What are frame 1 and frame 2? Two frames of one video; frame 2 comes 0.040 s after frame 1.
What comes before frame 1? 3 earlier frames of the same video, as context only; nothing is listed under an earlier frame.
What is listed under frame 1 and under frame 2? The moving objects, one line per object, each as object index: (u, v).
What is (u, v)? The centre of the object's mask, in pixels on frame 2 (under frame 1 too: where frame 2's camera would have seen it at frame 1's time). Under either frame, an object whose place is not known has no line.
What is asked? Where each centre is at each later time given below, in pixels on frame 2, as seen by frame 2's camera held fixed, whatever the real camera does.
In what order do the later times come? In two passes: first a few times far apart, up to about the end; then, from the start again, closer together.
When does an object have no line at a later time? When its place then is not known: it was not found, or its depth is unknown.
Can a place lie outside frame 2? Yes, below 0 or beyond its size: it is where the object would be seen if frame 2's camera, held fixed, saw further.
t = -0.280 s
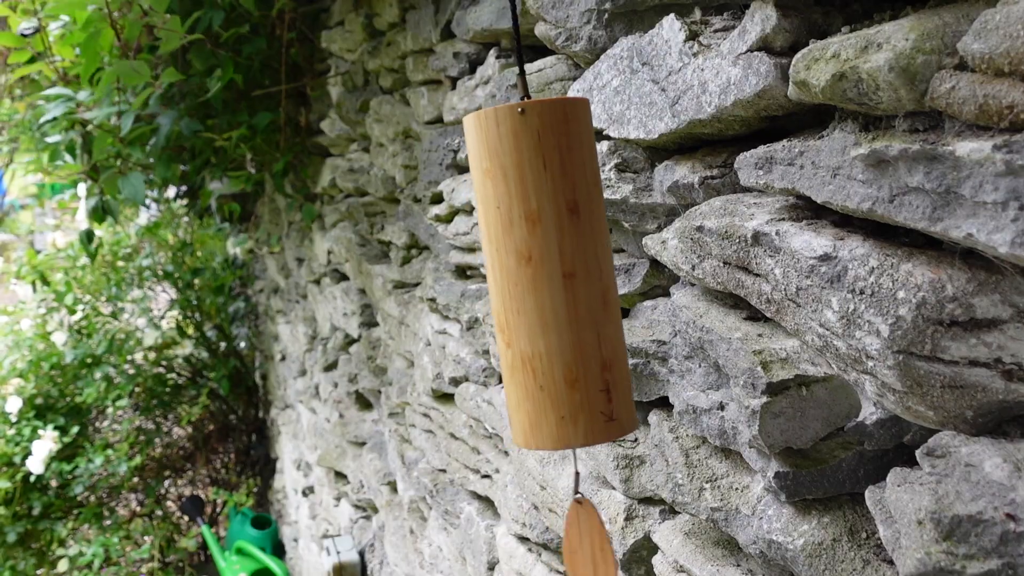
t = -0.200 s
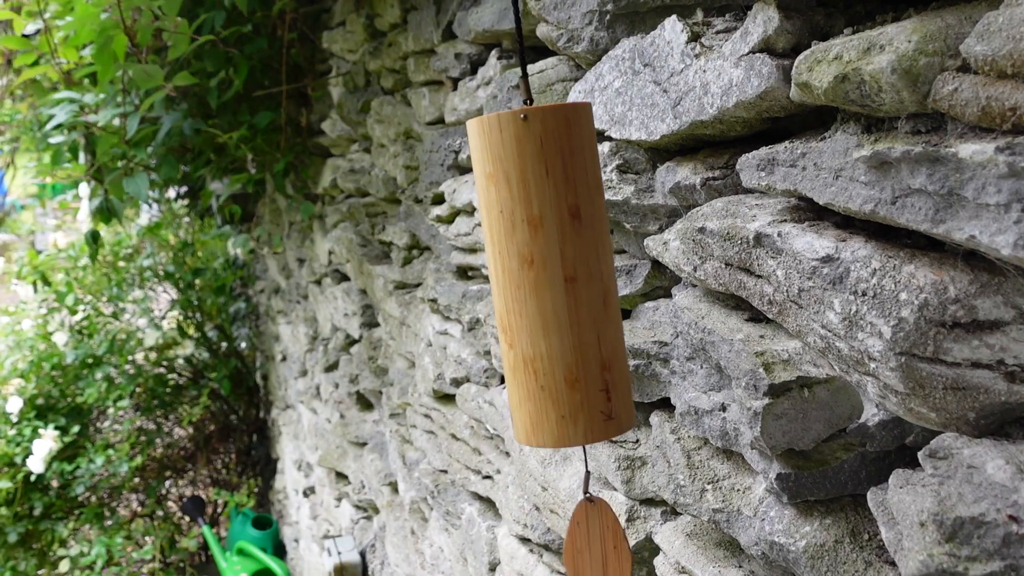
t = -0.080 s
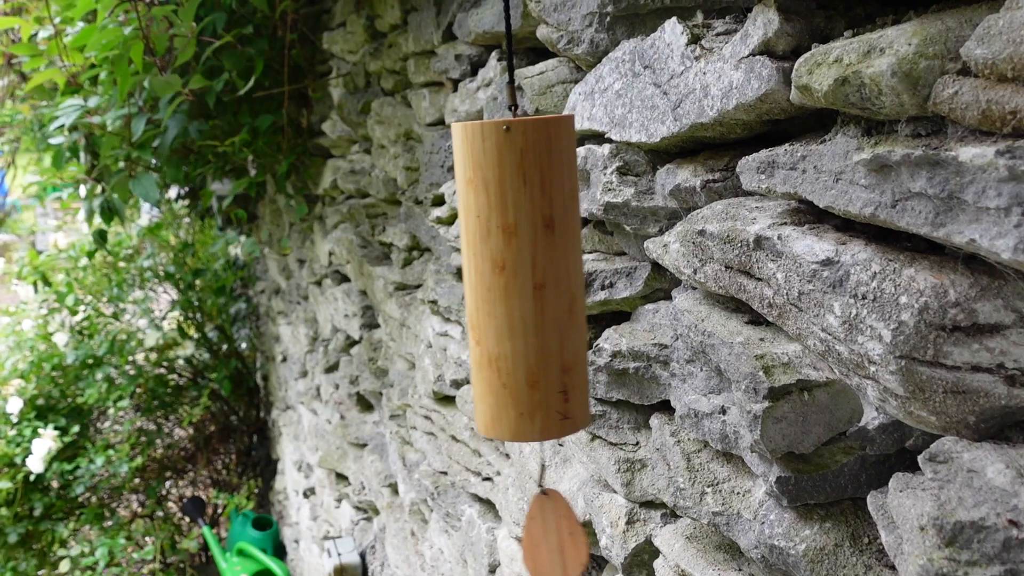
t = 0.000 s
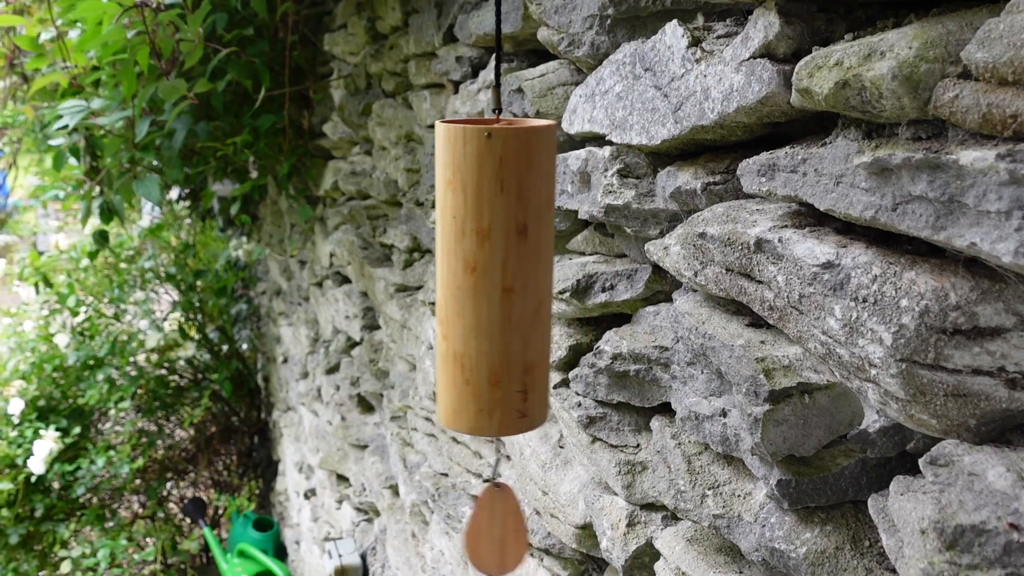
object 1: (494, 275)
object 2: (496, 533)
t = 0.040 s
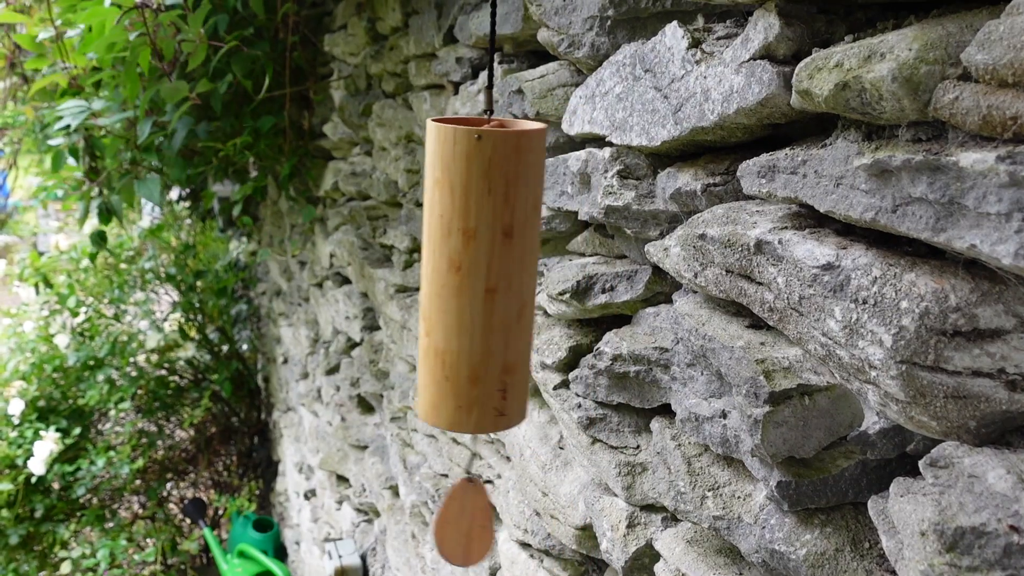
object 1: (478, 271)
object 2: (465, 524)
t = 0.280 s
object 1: (425, 267)
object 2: (357, 482)
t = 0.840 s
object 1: (544, 284)
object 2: (583, 537)
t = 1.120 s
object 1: (455, 270)
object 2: (416, 502)
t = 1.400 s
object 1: (445, 274)
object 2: (416, 491)
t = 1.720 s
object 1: (542, 284)
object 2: (580, 542)
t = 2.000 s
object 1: (497, 281)
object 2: (509, 526)
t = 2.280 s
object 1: (432, 265)
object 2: (374, 481)
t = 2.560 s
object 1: (494, 284)
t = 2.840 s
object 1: (542, 284)
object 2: (600, 540)
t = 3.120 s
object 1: (461, 275)
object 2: (451, 513)
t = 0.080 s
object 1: (464, 268)
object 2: (435, 514)
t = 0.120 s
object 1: (451, 266)
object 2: (409, 504)
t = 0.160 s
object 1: (440, 265)
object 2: (389, 495)
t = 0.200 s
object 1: (432, 265)
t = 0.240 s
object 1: (427, 265)
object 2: (363, 483)
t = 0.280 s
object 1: (425, 267)
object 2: (357, 482)
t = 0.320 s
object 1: (427, 270)
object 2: (359, 486)
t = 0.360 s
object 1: (431, 274)
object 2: (368, 494)
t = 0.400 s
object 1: (440, 278)
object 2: (386, 506)
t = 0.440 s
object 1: (452, 282)
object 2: (413, 521)
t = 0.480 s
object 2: (443, 532)
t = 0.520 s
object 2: (473, 538)
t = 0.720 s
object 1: (545, 286)
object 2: (598, 540)
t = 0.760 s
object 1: (549, 285)
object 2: (601, 539)
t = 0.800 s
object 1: (548, 285)
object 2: (597, 538)
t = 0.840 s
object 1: (544, 284)
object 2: (583, 537)
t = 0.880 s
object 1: (535, 284)
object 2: (563, 535)
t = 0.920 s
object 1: (524, 284)
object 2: (537, 533)
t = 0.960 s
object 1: (511, 282)
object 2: (512, 530)
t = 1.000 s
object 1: (497, 280)
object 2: (486, 527)
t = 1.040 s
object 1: (482, 277)
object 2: (460, 522)
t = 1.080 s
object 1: (468, 273)
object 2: (436, 512)
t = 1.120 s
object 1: (455, 270)
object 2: (416, 502)
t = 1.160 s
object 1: (444, 268)
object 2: (400, 492)
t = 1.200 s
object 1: (436, 266)
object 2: (390, 484)
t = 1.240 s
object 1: (431, 265)
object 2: (385, 478)
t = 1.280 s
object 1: (430, 266)
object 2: (387, 476)
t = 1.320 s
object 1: (432, 267)
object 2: (393, 476)
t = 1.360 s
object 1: (437, 270)
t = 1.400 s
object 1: (445, 274)
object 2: (416, 491)
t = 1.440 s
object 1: (456, 277)
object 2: (433, 503)
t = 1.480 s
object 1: (469, 281)
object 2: (452, 516)
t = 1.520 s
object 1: (483, 283)
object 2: (474, 530)
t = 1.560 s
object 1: (498, 284)
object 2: (499, 533)
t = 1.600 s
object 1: (512, 285)
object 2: (524, 538)
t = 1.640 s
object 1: (524, 285)
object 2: (548, 543)
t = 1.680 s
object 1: (535, 284)
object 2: (567, 544)
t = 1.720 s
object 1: (542, 284)
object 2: (580, 542)
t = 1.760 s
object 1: (545, 283)
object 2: (588, 542)
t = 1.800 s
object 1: (545, 283)
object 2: (589, 541)
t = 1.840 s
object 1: (541, 283)
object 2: (583, 540)
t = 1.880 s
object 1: (534, 282)
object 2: (571, 537)
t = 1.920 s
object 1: (524, 283)
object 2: (554, 535)
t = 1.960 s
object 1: (511, 282)
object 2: (533, 532)
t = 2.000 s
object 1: (497, 281)
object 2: (509, 526)
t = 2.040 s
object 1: (483, 279)
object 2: (483, 517)
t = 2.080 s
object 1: (470, 275)
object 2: (457, 506)
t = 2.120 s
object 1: (457, 272)
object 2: (432, 497)
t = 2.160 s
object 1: (447, 269)
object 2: (410, 488)
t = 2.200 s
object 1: (439, 267)
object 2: (393, 482)
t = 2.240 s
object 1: (434, 265)
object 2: (380, 480)
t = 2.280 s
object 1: (432, 265)
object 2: (374, 481)
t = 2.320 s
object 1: (433, 266)
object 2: (374, 484)
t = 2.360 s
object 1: (437, 268)
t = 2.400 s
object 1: (444, 271)
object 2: (392, 499)
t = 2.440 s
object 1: (454, 275)
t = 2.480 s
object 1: (466, 279)
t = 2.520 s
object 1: (480, 282)
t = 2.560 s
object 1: (494, 284)
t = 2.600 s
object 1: (508, 284)
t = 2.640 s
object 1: (521, 285)
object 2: (545, 541)
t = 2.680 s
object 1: (532, 285)
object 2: (567, 541)
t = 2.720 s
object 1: (539, 284)
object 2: (585, 541)
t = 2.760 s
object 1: (544, 284)
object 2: (596, 541)
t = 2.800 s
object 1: (545, 284)
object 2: (602, 540)
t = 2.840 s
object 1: (542, 284)
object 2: (600, 540)
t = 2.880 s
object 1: (535, 285)
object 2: (590, 538)
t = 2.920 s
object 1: (526, 285)
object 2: (575, 537)
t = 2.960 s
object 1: (514, 284)
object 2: (555, 535)
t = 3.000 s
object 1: (500, 284)
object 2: (530, 532)
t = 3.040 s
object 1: (487, 282)
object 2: (503, 527)
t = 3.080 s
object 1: (474, 279)
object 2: (475, 521)
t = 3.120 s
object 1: (461, 275)
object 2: (451, 513)
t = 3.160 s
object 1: (451, 272)
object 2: (427, 506)
